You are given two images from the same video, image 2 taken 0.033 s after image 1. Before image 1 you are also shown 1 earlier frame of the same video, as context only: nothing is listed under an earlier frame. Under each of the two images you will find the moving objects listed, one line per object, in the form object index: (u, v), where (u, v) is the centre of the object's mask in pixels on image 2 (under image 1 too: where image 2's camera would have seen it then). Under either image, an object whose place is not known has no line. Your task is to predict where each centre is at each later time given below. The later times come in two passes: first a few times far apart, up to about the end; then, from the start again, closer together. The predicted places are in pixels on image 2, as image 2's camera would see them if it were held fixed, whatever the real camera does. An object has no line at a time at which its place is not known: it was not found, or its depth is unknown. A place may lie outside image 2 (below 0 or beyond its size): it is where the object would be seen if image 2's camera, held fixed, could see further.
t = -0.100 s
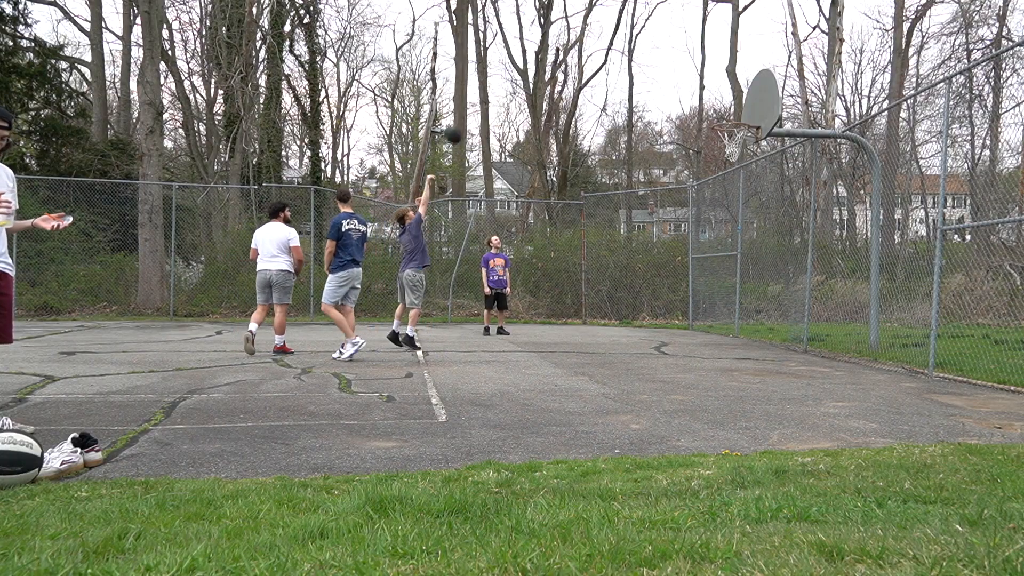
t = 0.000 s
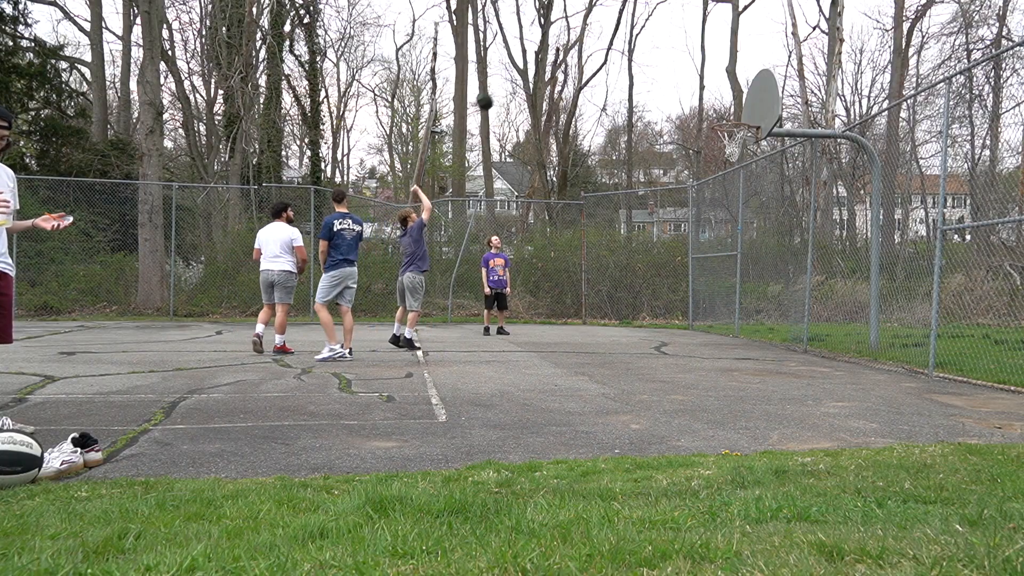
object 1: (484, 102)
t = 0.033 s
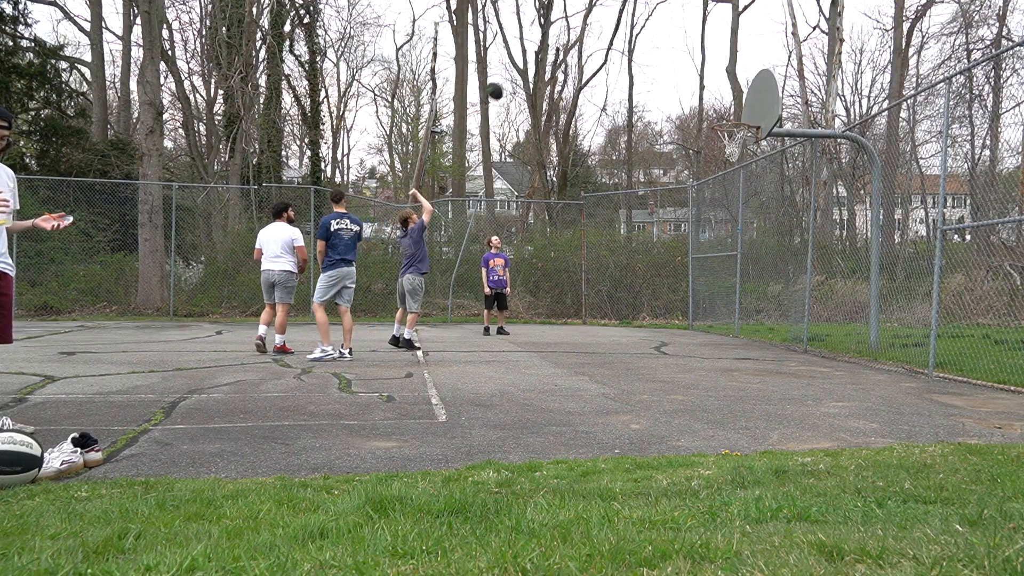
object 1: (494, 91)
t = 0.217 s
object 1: (551, 53)
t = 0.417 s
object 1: (609, 41)
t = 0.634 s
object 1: (672, 62)
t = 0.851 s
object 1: (733, 116)
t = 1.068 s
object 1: (711, 182)
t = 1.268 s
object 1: (681, 262)
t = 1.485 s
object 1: (650, 320)
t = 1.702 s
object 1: (619, 257)
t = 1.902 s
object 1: (591, 230)
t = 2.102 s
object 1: (563, 230)
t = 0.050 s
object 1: (500, 86)
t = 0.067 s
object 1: (505, 82)
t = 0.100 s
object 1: (515, 74)
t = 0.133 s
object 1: (525, 67)
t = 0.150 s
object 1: (530, 64)
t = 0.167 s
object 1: (536, 60)
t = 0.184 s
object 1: (540, 58)
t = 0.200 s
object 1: (545, 55)
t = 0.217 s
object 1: (551, 53)
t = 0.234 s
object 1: (555, 51)
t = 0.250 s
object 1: (560, 49)
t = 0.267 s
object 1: (565, 47)
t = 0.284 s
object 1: (570, 46)
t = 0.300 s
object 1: (575, 44)
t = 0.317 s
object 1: (580, 43)
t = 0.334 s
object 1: (585, 42)
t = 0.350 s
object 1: (590, 42)
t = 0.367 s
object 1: (595, 41)
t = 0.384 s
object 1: (600, 41)
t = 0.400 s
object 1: (605, 41)
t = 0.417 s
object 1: (609, 41)
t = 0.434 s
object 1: (614, 42)
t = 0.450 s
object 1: (619, 42)
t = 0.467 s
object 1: (624, 43)
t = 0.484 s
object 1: (629, 44)
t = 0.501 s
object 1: (634, 45)
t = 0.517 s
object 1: (639, 47)
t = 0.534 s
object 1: (644, 48)
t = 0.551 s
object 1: (648, 50)
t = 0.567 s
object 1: (653, 52)
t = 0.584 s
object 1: (658, 54)
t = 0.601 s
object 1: (663, 57)
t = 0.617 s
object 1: (667, 59)
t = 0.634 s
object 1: (672, 62)
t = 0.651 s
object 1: (677, 65)
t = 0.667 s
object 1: (681, 68)
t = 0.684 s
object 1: (686, 72)
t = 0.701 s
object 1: (691, 75)
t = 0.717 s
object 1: (695, 79)
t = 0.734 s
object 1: (700, 83)
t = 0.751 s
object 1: (705, 87)
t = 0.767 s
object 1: (709, 92)
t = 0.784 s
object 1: (714, 96)
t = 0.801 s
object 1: (718, 101)
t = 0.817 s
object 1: (723, 106)
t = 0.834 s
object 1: (727, 112)
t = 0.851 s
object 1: (733, 116)
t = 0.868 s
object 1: (737, 122)
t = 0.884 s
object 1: (741, 126)
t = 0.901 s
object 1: (737, 133)
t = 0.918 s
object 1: (732, 137)
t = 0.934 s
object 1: (731, 140)
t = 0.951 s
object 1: (728, 149)
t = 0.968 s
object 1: (727, 154)
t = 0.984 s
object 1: (724, 157)
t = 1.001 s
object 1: (722, 162)
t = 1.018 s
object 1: (719, 166)
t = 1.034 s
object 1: (717, 170)
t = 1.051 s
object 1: (714, 177)
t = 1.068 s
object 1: (711, 182)
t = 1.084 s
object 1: (709, 187)
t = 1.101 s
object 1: (706, 193)
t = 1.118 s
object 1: (703, 199)
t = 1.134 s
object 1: (701, 205)
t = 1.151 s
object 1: (698, 211)
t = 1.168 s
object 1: (696, 218)
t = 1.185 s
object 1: (693, 225)
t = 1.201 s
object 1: (691, 231)
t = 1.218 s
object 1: (689, 238)
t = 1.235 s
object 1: (686, 247)
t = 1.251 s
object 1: (683, 255)
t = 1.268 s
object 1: (681, 262)
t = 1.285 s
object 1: (679, 270)
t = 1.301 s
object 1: (676, 277)
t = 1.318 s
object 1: (674, 286)
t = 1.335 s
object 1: (672, 295)
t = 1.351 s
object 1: (669, 303)
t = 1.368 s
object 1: (667, 311)
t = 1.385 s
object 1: (664, 320)
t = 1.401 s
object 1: (662, 329)
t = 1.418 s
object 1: (659, 339)
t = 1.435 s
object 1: (657, 340)
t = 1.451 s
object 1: (655, 332)
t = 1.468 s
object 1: (653, 327)
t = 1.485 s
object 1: (650, 320)
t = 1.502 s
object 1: (648, 314)
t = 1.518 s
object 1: (645, 308)
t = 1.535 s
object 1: (642, 302)
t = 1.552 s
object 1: (640, 297)
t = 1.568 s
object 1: (638, 291)
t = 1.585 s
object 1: (636, 287)
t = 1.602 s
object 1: (634, 282)
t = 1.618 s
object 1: (631, 277)
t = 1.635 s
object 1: (628, 273)
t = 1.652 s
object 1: (626, 269)
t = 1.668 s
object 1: (623, 264)
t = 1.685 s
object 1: (621, 261)
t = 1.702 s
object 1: (619, 257)
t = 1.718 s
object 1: (616, 254)
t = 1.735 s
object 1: (614, 251)
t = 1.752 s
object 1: (612, 247)
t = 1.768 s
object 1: (609, 245)
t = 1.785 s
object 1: (607, 243)
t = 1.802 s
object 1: (605, 240)
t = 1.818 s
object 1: (602, 238)
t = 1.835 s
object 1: (600, 236)
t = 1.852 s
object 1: (598, 234)
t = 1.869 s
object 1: (596, 233)
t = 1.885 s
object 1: (593, 231)
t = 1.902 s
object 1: (591, 230)
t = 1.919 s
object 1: (589, 229)
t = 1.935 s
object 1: (587, 228)
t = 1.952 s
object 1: (584, 227)
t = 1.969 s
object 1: (582, 227)
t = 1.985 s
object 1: (580, 227)
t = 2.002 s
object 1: (577, 226)
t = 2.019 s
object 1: (575, 227)
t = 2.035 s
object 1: (573, 227)
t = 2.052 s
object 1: (571, 228)
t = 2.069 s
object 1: (568, 229)
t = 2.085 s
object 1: (566, 230)
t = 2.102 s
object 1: (563, 230)
